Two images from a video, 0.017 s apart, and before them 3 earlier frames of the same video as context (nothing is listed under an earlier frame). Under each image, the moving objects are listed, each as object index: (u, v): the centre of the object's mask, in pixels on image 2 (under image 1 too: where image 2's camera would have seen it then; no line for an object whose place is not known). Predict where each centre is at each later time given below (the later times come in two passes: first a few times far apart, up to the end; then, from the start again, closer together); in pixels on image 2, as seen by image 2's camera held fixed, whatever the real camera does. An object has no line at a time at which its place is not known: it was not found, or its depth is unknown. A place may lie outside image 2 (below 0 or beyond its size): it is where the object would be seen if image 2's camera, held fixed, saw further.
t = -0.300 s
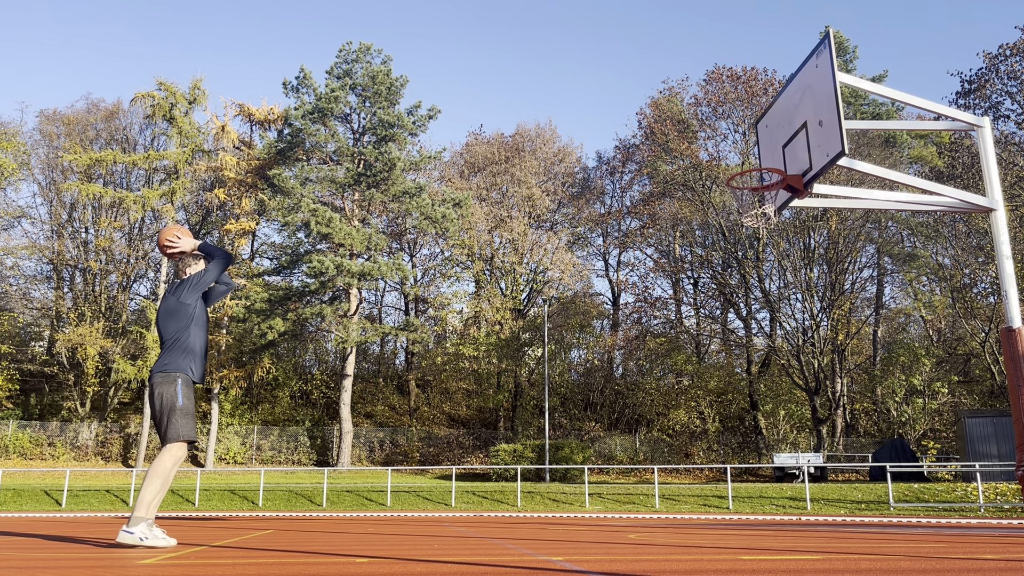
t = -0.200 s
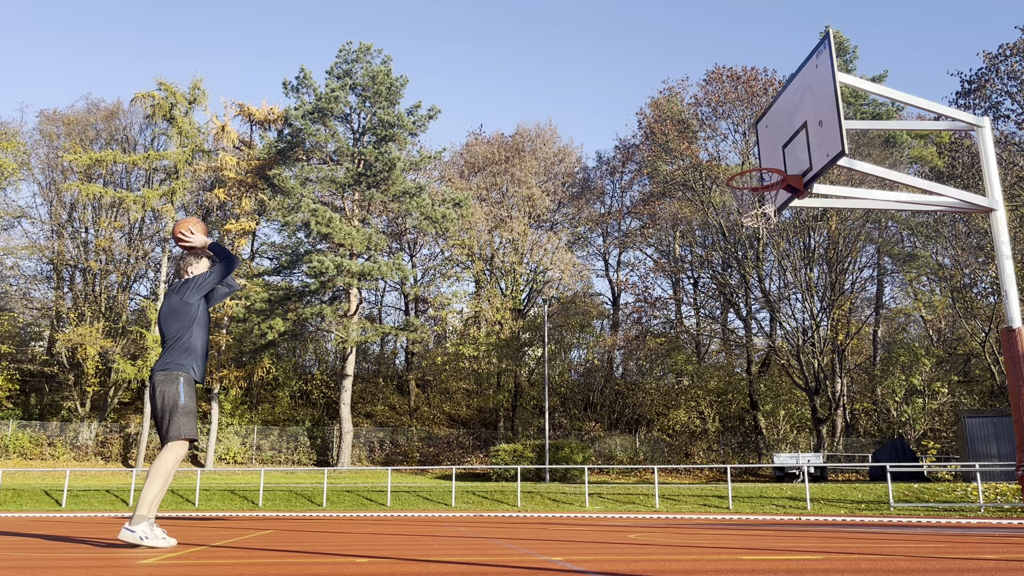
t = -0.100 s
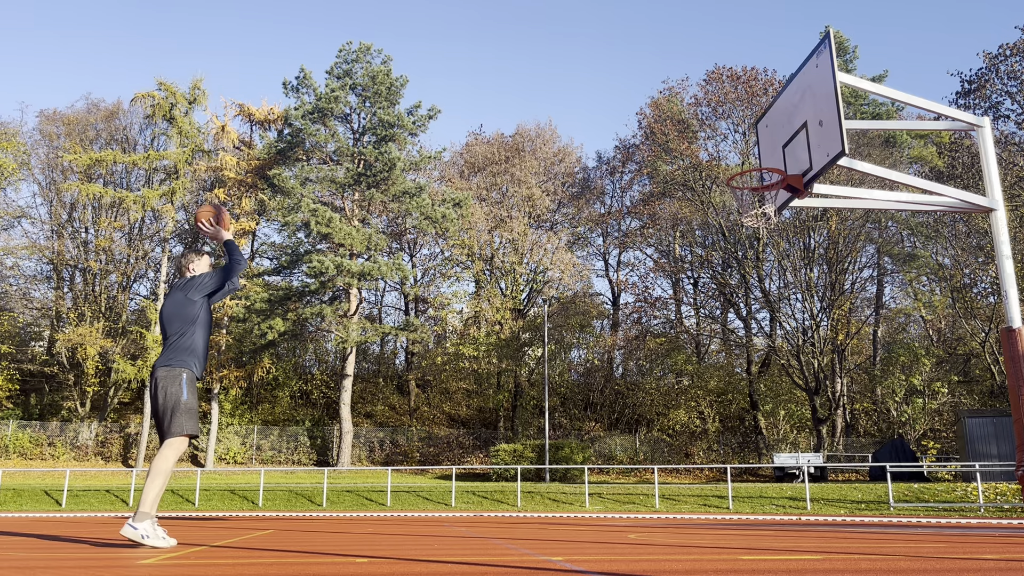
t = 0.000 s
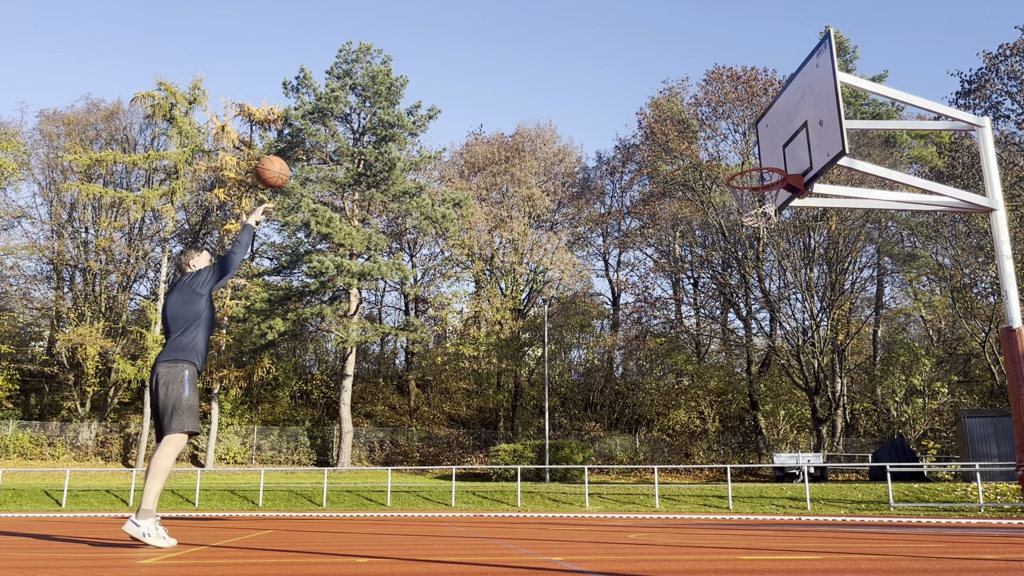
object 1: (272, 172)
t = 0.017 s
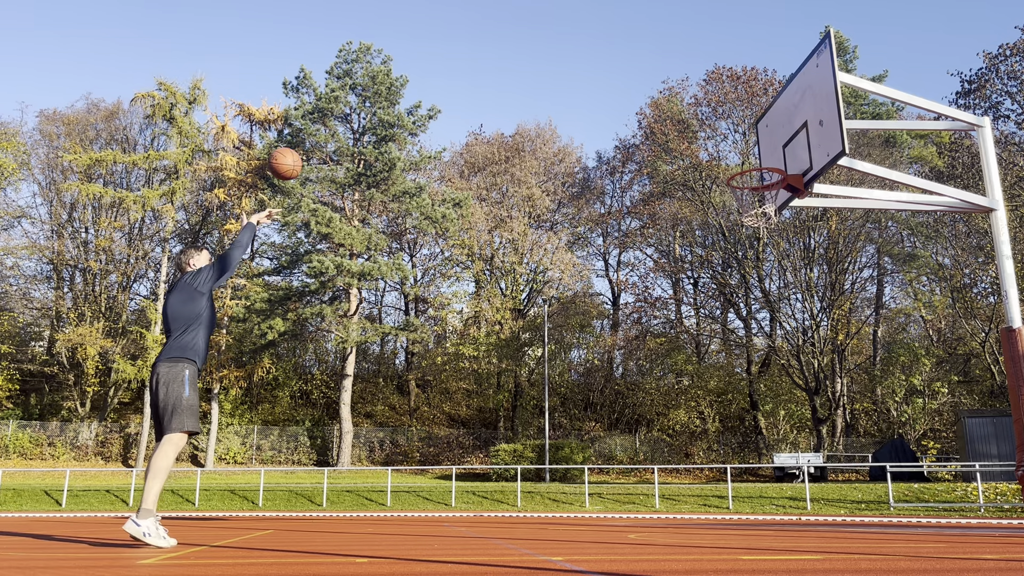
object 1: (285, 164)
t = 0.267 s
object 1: (456, 90)
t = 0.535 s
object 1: (609, 96)
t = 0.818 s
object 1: (757, 181)
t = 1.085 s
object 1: (745, 233)
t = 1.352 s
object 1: (712, 337)
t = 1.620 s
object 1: (681, 513)
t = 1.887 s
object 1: (637, 386)
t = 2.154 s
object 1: (595, 351)
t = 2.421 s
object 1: (554, 410)
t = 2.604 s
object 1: (524, 516)
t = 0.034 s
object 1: (298, 156)
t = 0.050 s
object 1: (310, 149)
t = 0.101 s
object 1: (346, 129)
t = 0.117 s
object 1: (358, 124)
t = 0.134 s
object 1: (369, 118)
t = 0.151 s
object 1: (381, 113)
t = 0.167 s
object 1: (392, 109)
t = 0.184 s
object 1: (403, 105)
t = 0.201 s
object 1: (413, 101)
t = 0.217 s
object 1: (424, 98)
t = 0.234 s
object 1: (435, 95)
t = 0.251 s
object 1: (445, 92)
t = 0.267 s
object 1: (456, 90)
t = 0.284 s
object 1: (466, 88)
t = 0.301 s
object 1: (476, 86)
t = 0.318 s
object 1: (486, 85)
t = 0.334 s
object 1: (496, 84)
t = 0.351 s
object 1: (506, 83)
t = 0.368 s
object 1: (516, 83)
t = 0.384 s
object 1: (525, 83)
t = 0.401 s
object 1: (535, 83)
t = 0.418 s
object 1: (545, 84)
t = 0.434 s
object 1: (554, 85)
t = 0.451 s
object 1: (564, 86)
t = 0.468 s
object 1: (573, 87)
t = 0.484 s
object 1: (582, 89)
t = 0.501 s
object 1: (591, 91)
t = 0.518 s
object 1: (600, 93)
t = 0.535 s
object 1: (609, 96)
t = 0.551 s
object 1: (618, 99)
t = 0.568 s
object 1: (628, 102)
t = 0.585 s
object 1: (637, 105)
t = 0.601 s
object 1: (645, 108)
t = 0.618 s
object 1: (654, 112)
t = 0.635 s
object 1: (663, 116)
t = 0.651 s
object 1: (672, 121)
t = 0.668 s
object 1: (680, 125)
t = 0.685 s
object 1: (689, 130)
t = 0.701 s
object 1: (697, 135)
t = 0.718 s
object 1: (706, 141)
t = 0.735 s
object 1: (714, 147)
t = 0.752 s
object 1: (723, 153)
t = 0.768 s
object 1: (732, 160)
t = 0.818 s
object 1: (757, 181)
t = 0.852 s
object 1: (768, 192)
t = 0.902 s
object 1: (769, 211)
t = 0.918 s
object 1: (766, 213)
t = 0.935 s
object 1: (764, 212)
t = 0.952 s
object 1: (762, 212)
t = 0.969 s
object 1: (760, 214)
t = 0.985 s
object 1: (758, 215)
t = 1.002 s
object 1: (756, 217)
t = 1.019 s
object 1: (754, 220)
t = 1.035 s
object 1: (752, 223)
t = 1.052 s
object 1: (749, 226)
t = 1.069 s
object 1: (747, 229)
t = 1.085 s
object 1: (745, 233)
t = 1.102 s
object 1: (743, 236)
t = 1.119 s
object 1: (741, 241)
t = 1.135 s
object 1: (739, 246)
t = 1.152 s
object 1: (736, 251)
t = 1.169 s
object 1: (735, 256)
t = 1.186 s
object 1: (732, 262)
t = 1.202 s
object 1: (731, 267)
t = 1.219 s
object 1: (728, 274)
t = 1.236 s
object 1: (726, 280)
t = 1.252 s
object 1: (724, 288)
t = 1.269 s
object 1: (722, 294)
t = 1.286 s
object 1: (720, 302)
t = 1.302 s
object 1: (718, 310)
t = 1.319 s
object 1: (716, 319)
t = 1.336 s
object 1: (714, 328)
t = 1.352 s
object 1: (712, 337)
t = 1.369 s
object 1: (710, 347)
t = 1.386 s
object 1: (708, 357)
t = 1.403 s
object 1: (706, 367)
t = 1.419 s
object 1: (704, 378)
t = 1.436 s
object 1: (703, 389)
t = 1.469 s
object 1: (699, 414)
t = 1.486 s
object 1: (697, 426)
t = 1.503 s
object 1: (695, 440)
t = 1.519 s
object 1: (694, 453)
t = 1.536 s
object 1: (692, 467)
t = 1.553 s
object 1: (689, 481)
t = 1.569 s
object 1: (688, 496)
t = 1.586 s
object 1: (686, 512)
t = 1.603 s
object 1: (684, 523)
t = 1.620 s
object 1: (681, 513)
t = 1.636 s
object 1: (678, 502)
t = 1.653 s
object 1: (675, 492)
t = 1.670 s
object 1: (672, 482)
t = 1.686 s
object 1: (669, 472)
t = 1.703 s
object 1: (667, 463)
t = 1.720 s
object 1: (664, 454)
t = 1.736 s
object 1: (661, 446)
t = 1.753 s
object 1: (658, 438)
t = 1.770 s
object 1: (655, 430)
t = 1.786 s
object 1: (652, 423)
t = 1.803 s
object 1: (650, 416)
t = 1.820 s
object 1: (647, 410)
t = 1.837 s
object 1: (645, 403)
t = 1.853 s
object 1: (642, 397)
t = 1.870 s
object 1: (640, 391)
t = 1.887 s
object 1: (637, 386)
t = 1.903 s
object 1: (634, 381)
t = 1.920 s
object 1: (632, 377)
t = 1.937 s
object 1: (629, 373)
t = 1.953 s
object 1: (626, 369)
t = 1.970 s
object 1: (624, 366)
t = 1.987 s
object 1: (621, 363)
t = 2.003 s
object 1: (618, 360)
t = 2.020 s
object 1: (616, 357)
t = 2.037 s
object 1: (613, 355)
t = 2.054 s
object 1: (611, 353)
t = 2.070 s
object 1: (608, 352)
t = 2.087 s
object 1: (605, 351)
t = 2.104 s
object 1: (603, 351)
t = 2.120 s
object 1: (600, 350)
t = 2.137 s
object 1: (598, 350)
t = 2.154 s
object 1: (595, 351)
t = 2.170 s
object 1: (593, 352)
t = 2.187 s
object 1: (590, 353)
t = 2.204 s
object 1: (588, 354)
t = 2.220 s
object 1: (585, 357)
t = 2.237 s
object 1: (583, 359)
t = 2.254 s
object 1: (580, 361)
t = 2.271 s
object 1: (578, 365)
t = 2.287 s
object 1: (574, 368)
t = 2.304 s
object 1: (572, 372)
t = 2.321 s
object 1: (569, 376)
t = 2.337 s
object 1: (567, 381)
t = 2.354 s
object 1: (565, 386)
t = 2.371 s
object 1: (562, 392)
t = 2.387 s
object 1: (559, 397)
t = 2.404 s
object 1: (557, 404)
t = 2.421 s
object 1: (554, 410)
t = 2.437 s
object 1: (551, 418)
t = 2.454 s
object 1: (549, 425)
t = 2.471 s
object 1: (546, 433)
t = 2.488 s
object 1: (543, 442)
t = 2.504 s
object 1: (541, 451)
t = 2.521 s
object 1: (538, 460)
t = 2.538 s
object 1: (535, 471)
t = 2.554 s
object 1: (533, 481)
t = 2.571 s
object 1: (530, 492)
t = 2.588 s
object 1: (527, 504)
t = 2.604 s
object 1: (524, 516)
